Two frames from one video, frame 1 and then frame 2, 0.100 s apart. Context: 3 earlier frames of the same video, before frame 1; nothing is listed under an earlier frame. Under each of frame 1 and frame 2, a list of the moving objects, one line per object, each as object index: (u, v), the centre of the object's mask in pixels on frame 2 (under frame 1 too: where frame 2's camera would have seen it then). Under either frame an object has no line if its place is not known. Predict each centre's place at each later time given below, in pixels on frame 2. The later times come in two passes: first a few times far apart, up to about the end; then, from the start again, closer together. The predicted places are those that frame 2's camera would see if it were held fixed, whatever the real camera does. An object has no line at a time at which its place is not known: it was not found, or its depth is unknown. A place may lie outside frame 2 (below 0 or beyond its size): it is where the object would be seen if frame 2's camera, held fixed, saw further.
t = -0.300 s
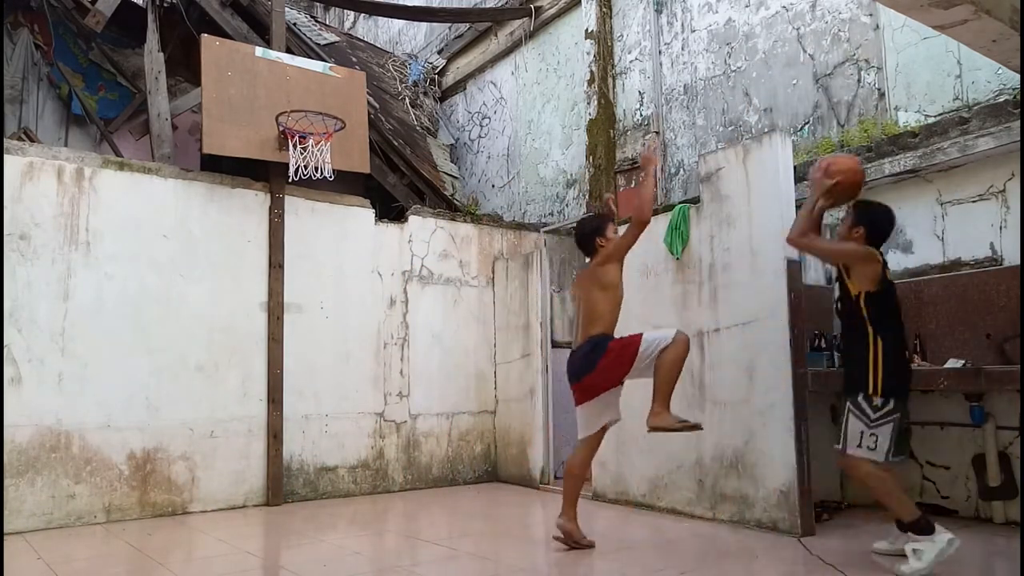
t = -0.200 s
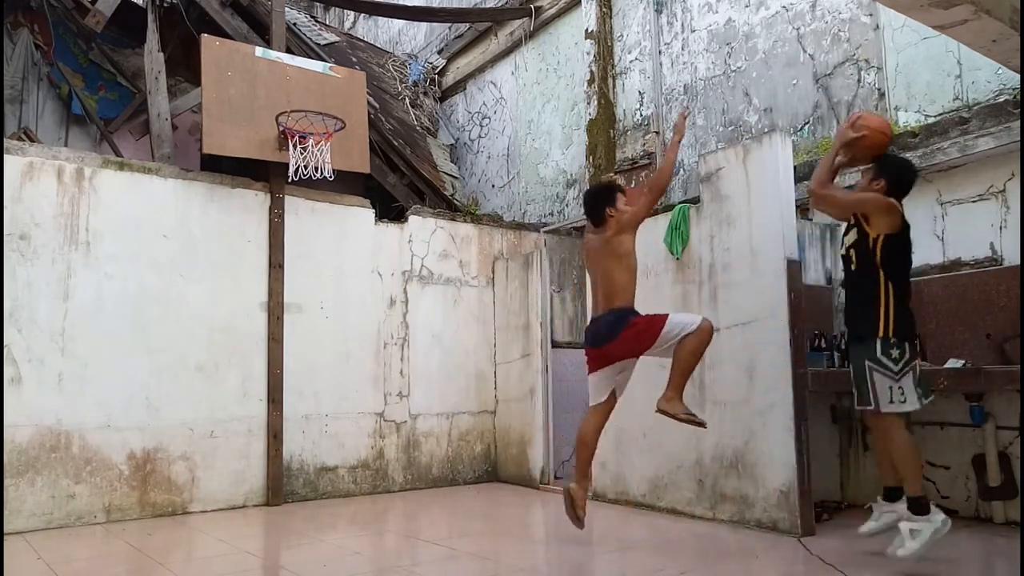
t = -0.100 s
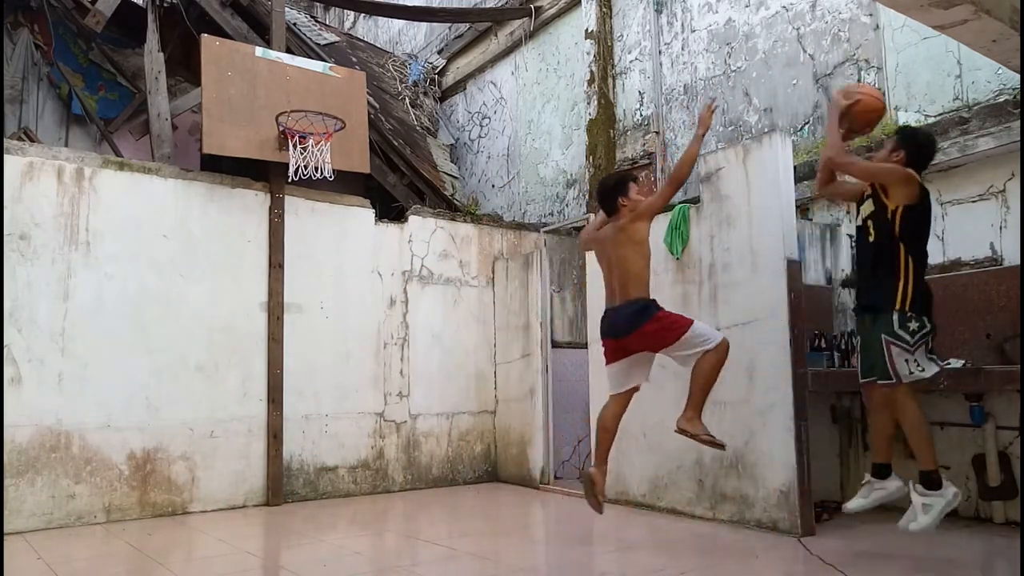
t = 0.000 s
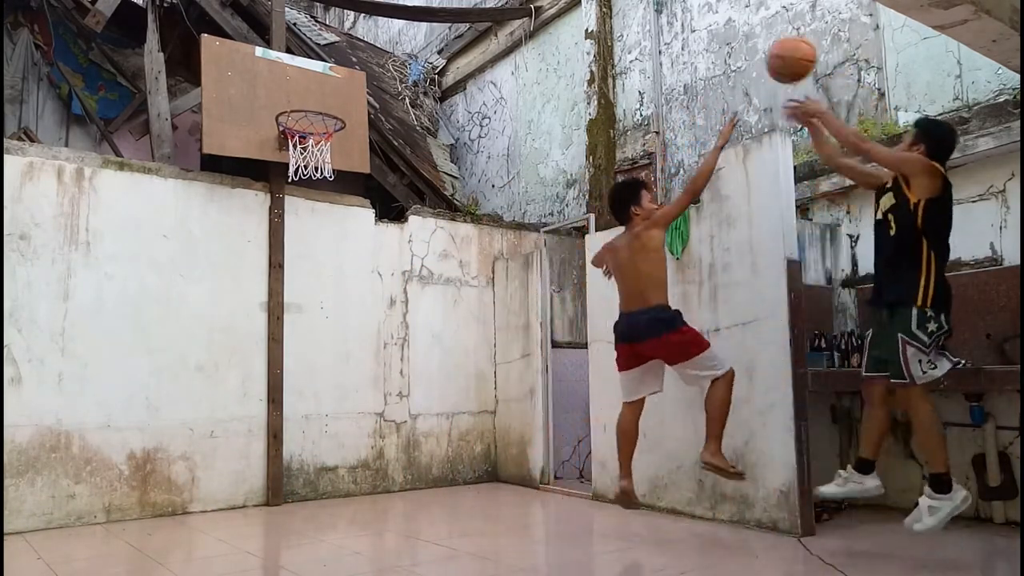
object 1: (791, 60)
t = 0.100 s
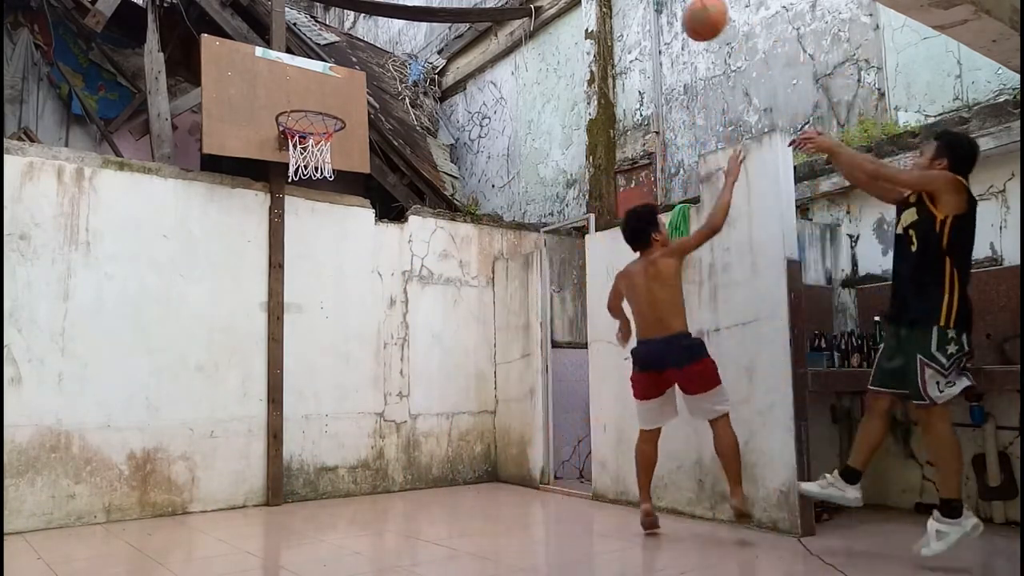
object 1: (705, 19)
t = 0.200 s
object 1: (627, 8)
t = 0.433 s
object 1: (476, 12)
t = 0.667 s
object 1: (349, 92)
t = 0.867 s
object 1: (307, 95)
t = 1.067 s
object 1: (280, 96)
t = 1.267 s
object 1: (283, 91)
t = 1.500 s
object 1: (293, 96)
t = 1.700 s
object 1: (310, 131)
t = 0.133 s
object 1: (678, 14)
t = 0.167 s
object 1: (651, 10)
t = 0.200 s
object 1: (627, 8)
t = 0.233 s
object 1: (603, 6)
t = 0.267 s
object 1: (581, 5)
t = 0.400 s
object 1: (496, 10)
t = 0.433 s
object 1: (476, 12)
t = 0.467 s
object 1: (457, 17)
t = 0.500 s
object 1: (438, 25)
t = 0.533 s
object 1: (419, 35)
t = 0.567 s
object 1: (401, 48)
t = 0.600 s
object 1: (384, 60)
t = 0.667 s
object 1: (349, 92)
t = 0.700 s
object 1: (337, 101)
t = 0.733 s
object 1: (331, 96)
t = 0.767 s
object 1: (324, 95)
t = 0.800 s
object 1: (318, 94)
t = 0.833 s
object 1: (312, 93)
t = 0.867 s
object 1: (307, 95)
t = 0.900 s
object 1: (300, 97)
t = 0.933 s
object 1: (293, 100)
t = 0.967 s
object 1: (288, 107)
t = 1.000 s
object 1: (282, 102)
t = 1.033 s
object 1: (280, 100)
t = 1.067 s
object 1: (280, 96)
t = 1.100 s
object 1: (280, 92)
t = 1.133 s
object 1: (281, 89)
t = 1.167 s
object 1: (282, 87)
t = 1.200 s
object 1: (282, 87)
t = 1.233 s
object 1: (282, 88)
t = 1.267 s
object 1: (283, 91)
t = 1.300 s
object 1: (283, 95)
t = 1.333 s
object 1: (282, 102)
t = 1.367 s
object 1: (285, 98)
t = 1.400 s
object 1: (286, 95)
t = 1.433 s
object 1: (288, 94)
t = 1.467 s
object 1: (290, 94)
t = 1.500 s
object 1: (293, 96)
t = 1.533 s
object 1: (295, 100)
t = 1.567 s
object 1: (297, 105)
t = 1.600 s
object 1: (299, 112)
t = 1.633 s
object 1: (302, 120)
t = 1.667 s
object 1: (305, 125)
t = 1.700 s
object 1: (310, 131)
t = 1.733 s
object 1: (313, 146)
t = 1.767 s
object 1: (316, 157)
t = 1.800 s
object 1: (317, 172)
